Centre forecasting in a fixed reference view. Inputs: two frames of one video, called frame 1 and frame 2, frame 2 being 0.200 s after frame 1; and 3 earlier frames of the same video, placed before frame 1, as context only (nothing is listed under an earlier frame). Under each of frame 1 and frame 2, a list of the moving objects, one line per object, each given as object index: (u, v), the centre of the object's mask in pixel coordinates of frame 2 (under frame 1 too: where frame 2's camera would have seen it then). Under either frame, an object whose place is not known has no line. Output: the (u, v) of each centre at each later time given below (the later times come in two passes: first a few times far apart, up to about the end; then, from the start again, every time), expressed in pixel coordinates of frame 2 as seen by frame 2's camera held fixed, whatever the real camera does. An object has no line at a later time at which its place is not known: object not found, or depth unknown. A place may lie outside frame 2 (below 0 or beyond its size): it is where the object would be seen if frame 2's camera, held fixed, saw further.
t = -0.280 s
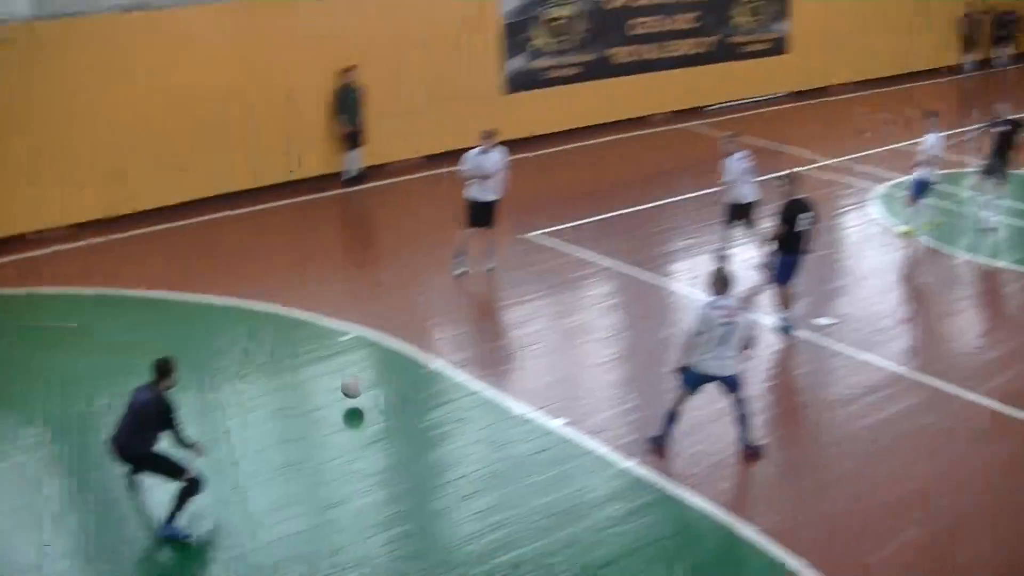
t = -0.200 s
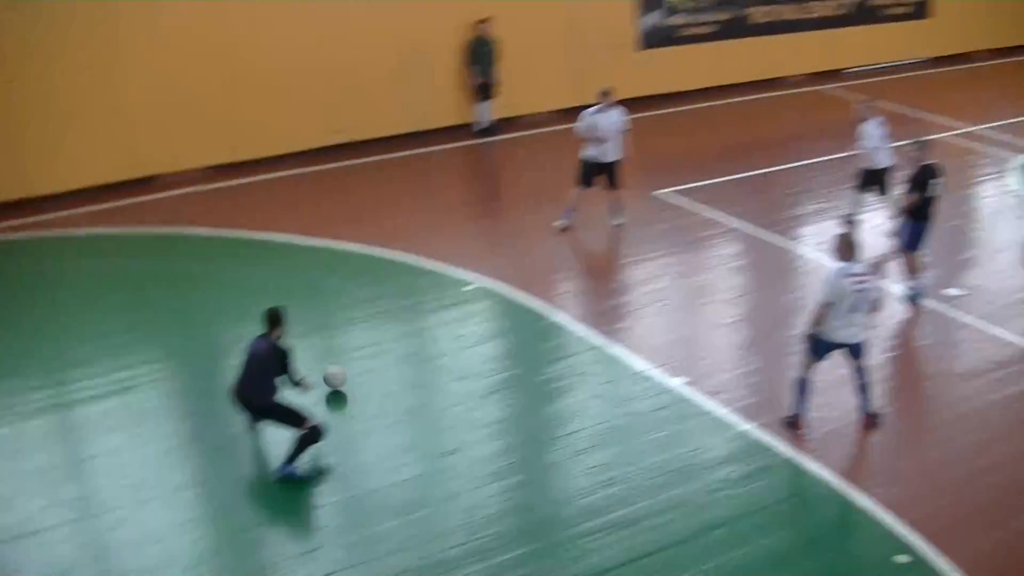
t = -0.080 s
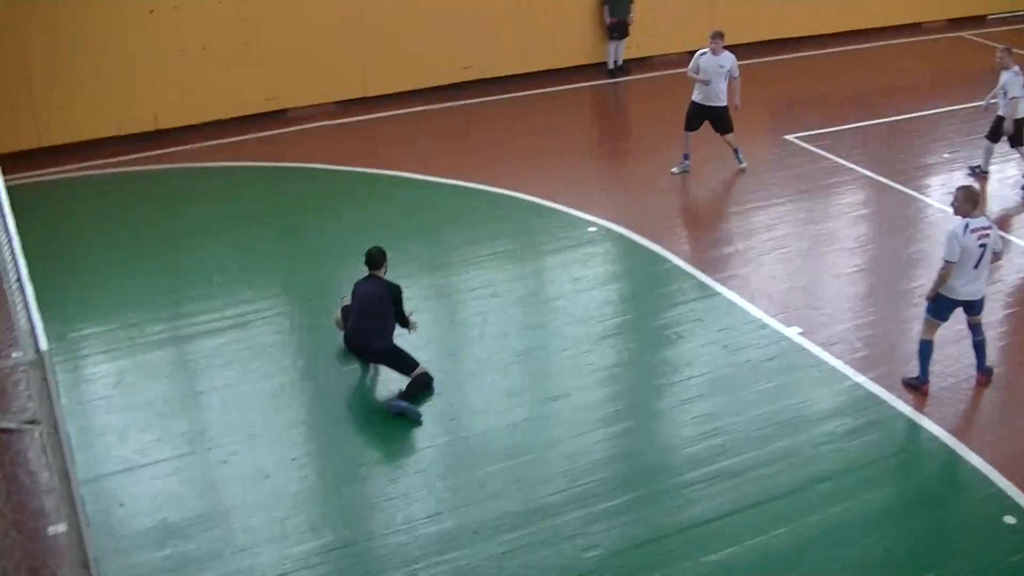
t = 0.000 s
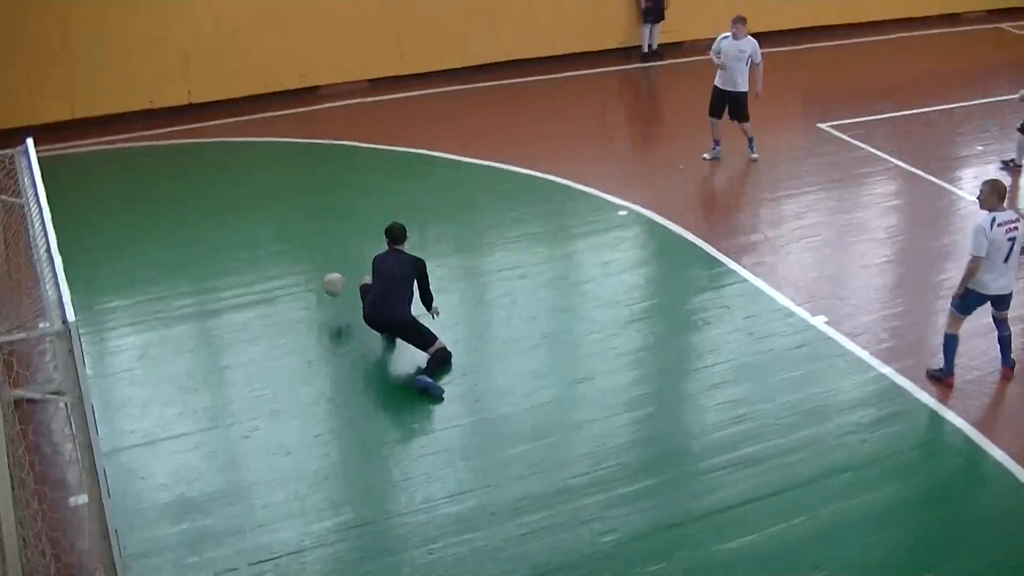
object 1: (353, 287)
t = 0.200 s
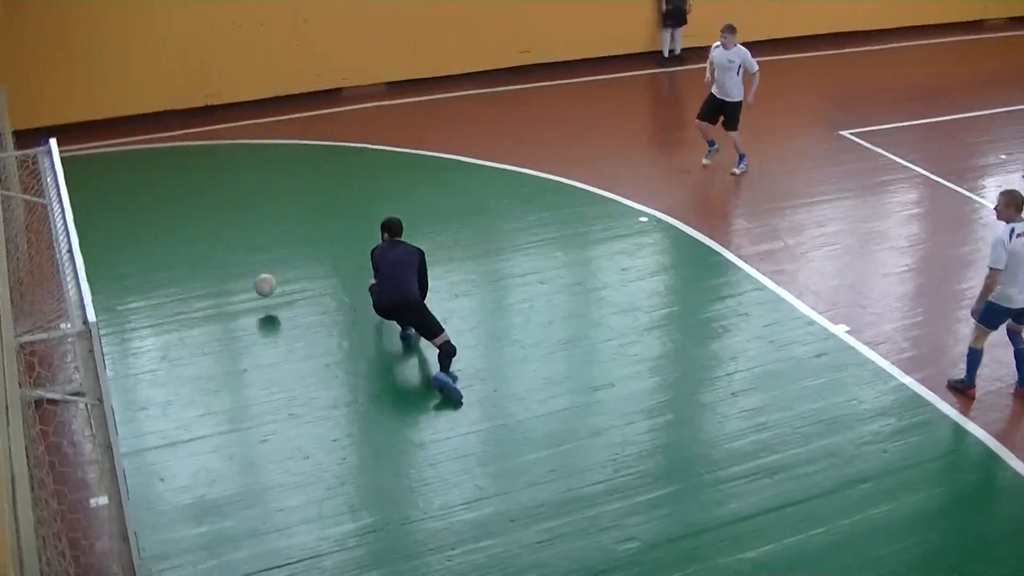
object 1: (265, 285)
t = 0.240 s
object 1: (248, 288)
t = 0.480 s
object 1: (150, 284)
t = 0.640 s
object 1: (93, 276)
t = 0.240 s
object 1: (248, 288)
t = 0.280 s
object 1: (231, 292)
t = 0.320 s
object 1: (215, 287)
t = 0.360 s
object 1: (198, 283)
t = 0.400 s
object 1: (181, 282)
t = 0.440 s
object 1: (166, 282)
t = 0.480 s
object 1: (150, 284)
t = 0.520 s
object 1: (135, 283)
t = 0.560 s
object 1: (121, 282)
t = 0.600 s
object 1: (105, 277)
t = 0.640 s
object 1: (93, 276)
